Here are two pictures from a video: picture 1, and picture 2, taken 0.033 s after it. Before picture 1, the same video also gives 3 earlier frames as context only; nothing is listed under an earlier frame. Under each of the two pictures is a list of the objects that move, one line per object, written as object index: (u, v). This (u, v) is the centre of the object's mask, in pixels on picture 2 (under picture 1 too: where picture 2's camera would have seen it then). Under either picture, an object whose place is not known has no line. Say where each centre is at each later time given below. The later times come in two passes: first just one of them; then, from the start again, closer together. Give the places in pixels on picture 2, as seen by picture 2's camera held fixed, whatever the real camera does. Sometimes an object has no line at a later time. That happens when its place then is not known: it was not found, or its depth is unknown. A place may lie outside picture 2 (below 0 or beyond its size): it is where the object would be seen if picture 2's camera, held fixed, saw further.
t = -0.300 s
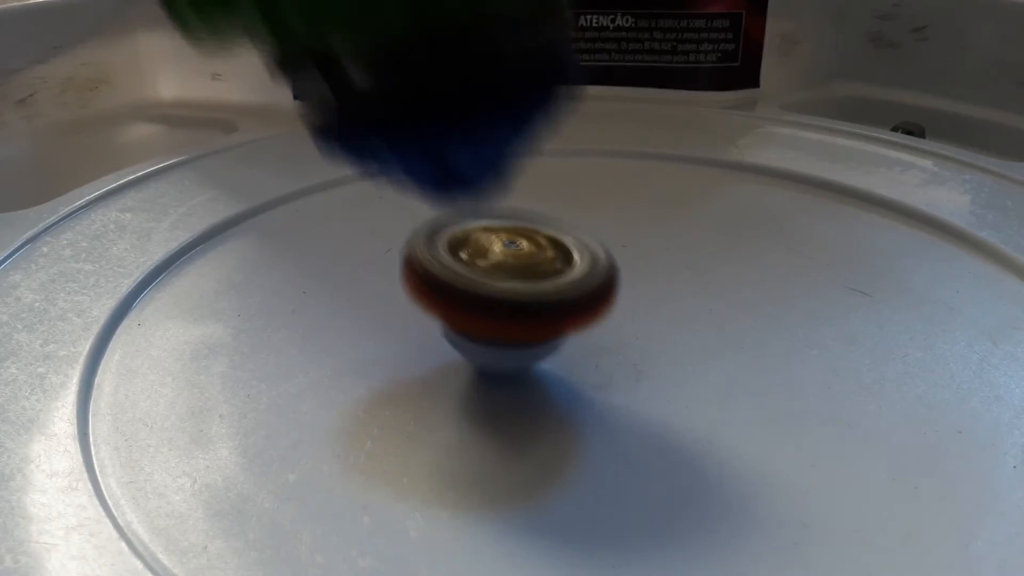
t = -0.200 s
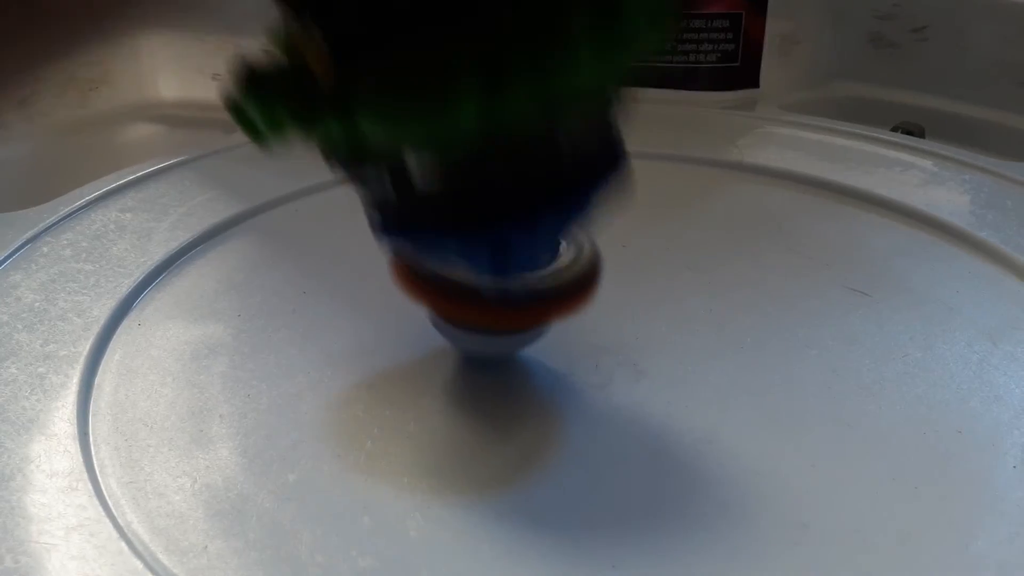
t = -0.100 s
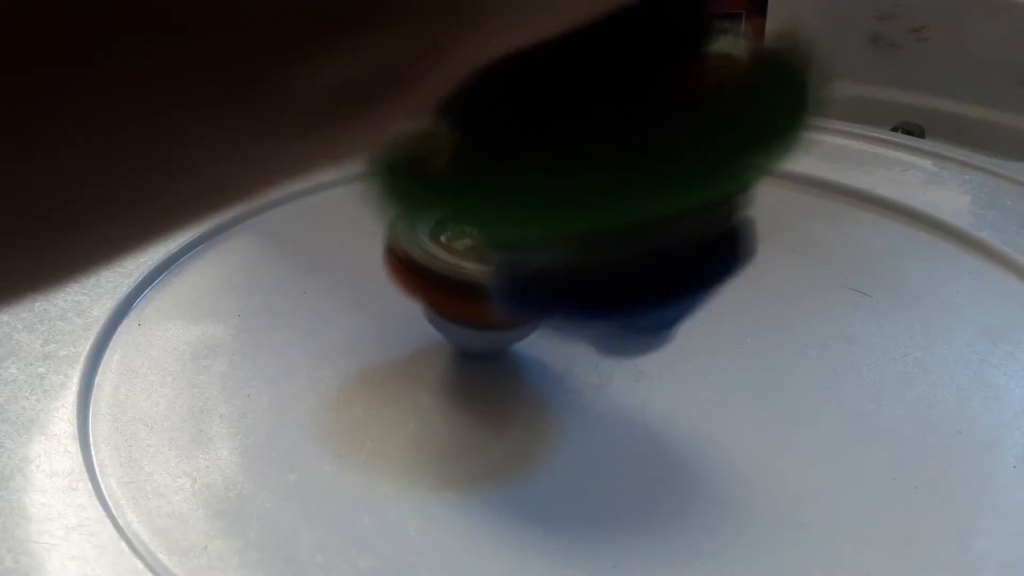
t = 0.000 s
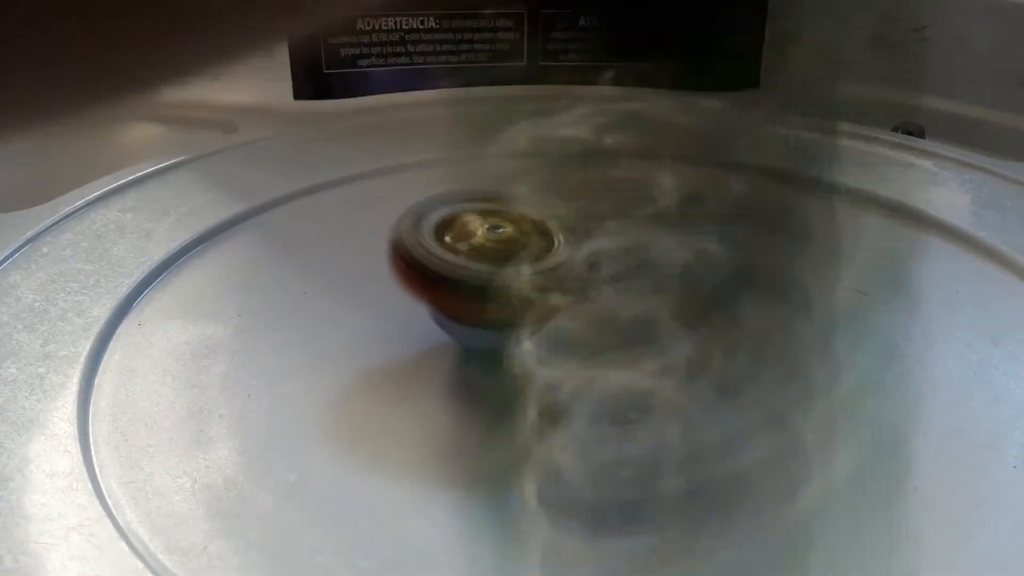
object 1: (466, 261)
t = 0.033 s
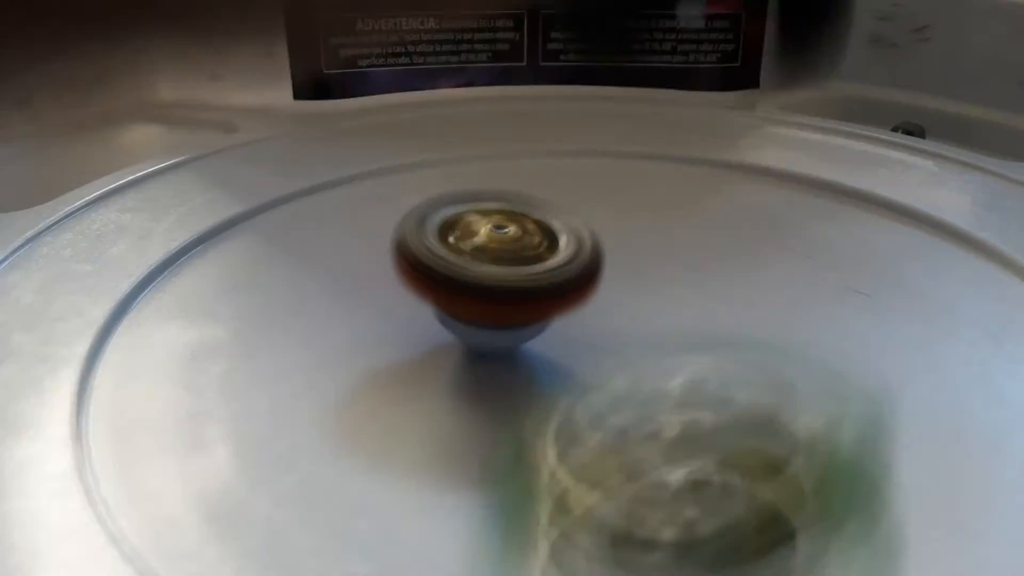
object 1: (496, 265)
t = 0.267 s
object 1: (480, 224)
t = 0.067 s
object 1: (498, 256)
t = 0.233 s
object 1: (483, 238)
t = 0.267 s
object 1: (480, 224)
